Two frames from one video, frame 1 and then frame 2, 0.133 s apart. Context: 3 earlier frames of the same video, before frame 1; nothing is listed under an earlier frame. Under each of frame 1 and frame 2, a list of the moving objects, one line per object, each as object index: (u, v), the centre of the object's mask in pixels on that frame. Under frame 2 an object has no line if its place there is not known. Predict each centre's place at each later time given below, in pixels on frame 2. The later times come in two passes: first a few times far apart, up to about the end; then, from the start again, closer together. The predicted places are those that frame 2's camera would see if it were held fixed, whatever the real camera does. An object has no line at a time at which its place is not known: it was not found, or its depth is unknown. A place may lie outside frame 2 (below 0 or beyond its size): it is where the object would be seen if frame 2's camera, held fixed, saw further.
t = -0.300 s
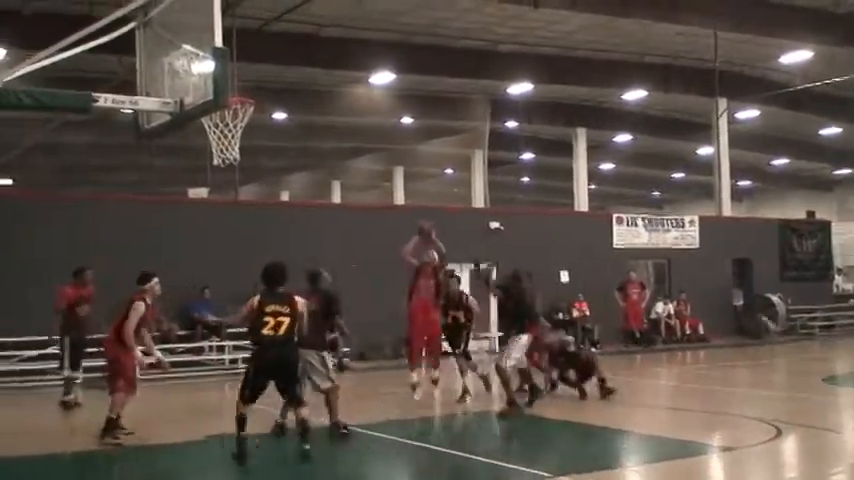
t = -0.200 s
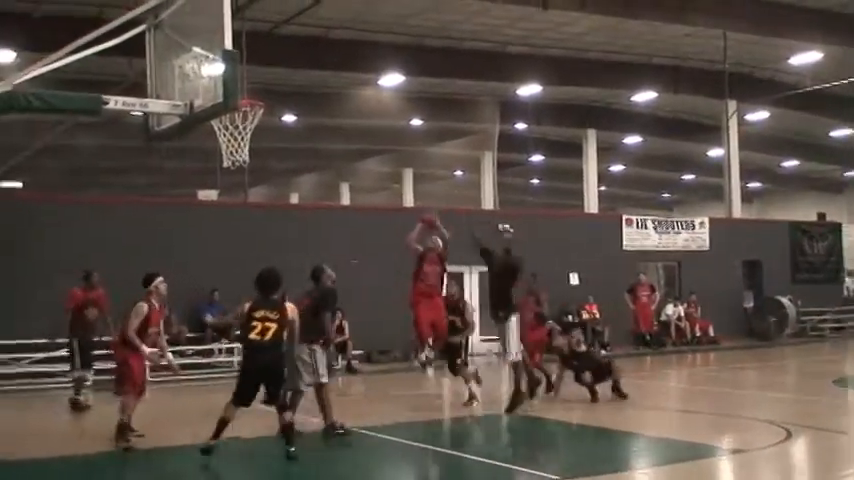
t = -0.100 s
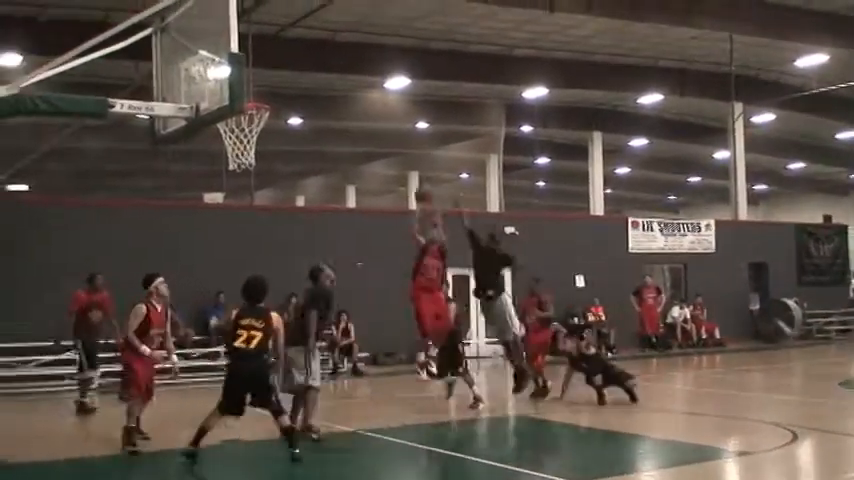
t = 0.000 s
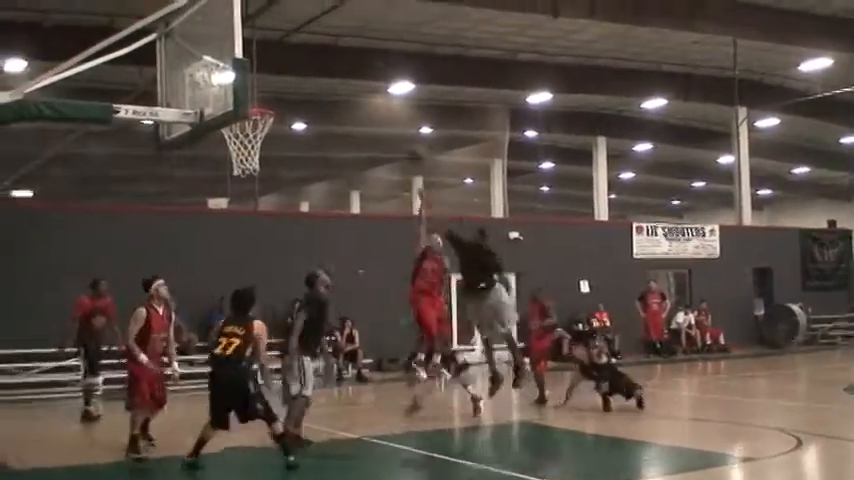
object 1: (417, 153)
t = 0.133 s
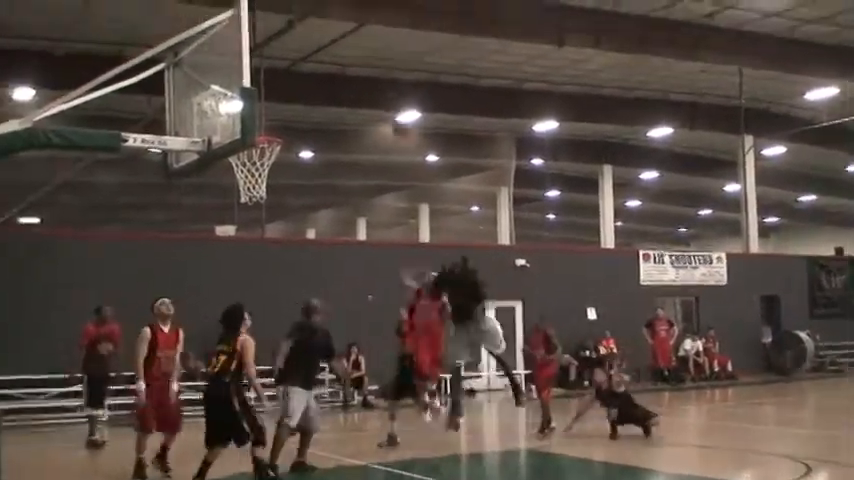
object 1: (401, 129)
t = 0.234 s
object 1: (388, 90)
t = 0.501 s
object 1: (345, 41)
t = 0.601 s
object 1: (326, 35)
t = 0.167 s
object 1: (397, 112)
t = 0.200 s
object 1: (392, 101)
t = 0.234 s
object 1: (388, 90)
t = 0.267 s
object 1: (383, 83)
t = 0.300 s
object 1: (381, 70)
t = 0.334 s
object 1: (378, 61)
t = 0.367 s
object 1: (369, 62)
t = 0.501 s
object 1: (345, 41)
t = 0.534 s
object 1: (339, 39)
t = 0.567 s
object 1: (331, 35)
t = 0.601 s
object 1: (326, 35)
